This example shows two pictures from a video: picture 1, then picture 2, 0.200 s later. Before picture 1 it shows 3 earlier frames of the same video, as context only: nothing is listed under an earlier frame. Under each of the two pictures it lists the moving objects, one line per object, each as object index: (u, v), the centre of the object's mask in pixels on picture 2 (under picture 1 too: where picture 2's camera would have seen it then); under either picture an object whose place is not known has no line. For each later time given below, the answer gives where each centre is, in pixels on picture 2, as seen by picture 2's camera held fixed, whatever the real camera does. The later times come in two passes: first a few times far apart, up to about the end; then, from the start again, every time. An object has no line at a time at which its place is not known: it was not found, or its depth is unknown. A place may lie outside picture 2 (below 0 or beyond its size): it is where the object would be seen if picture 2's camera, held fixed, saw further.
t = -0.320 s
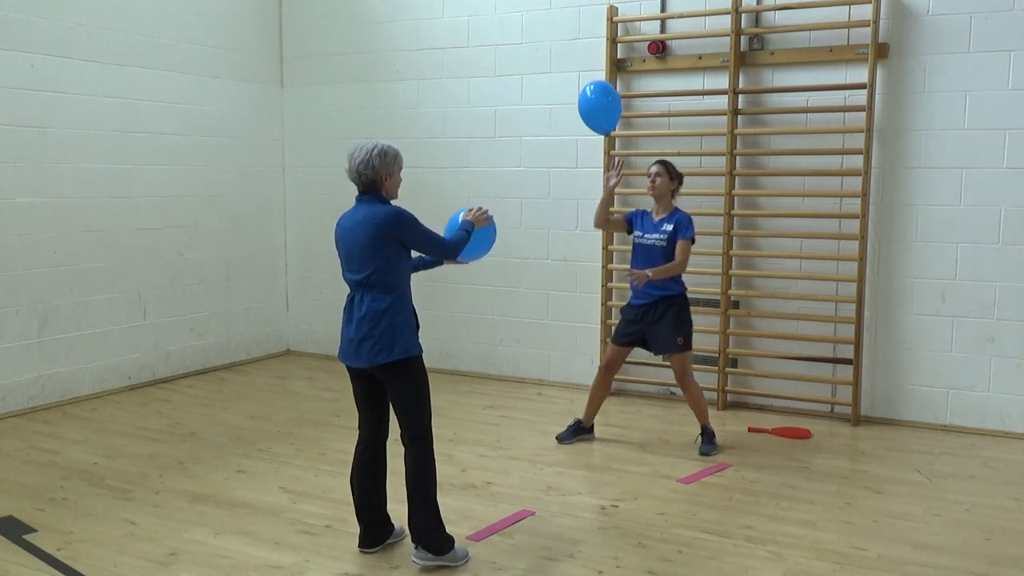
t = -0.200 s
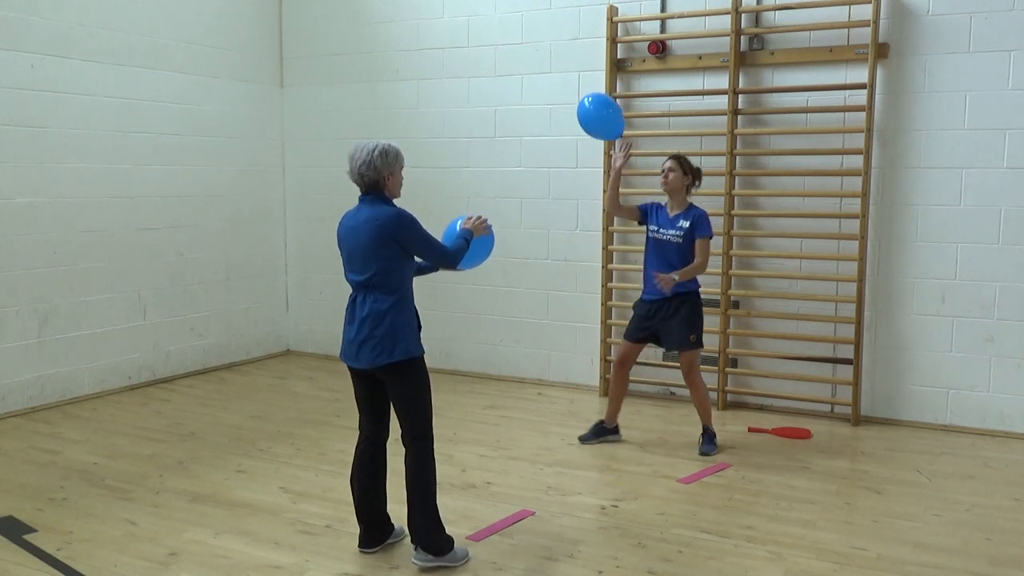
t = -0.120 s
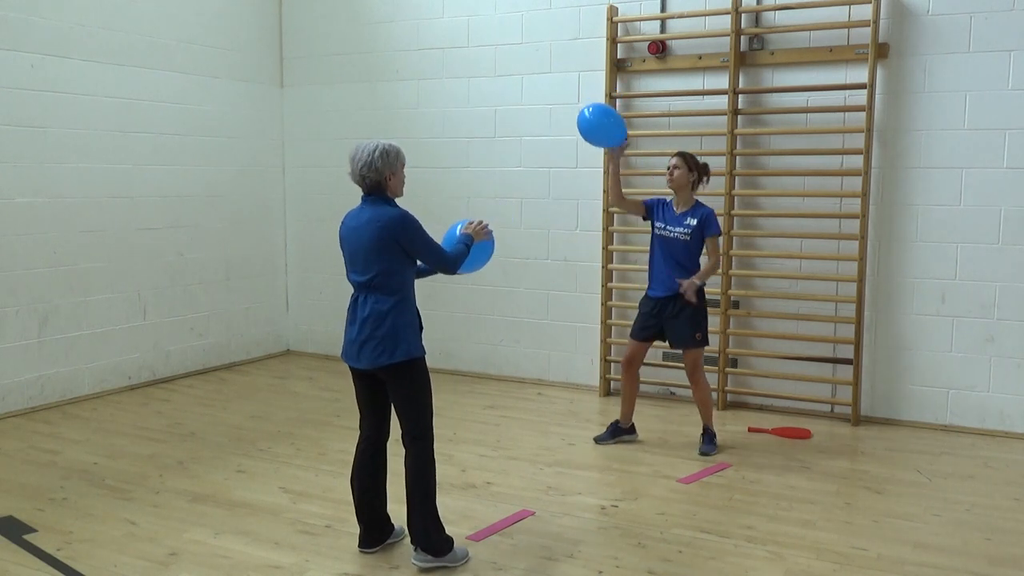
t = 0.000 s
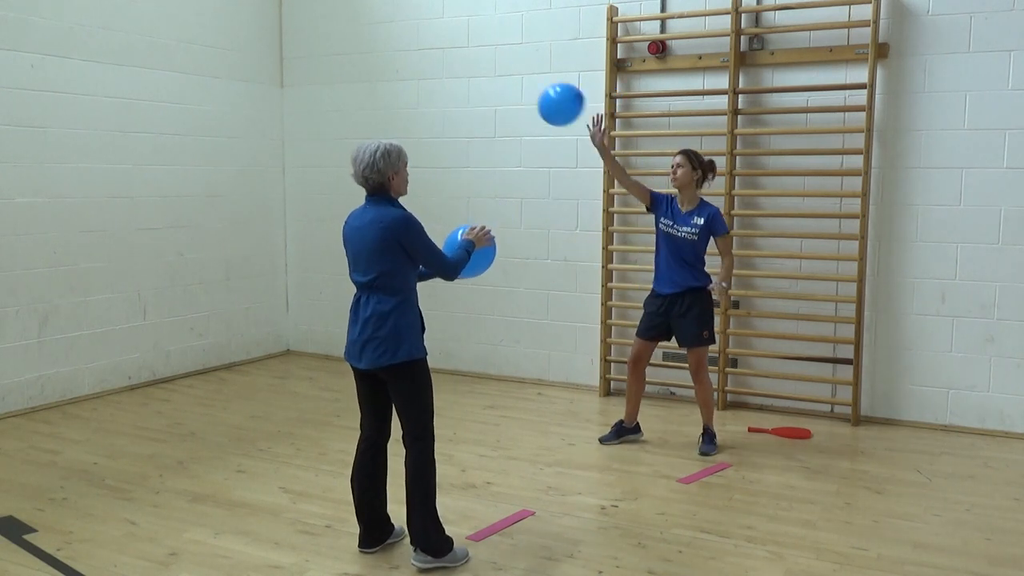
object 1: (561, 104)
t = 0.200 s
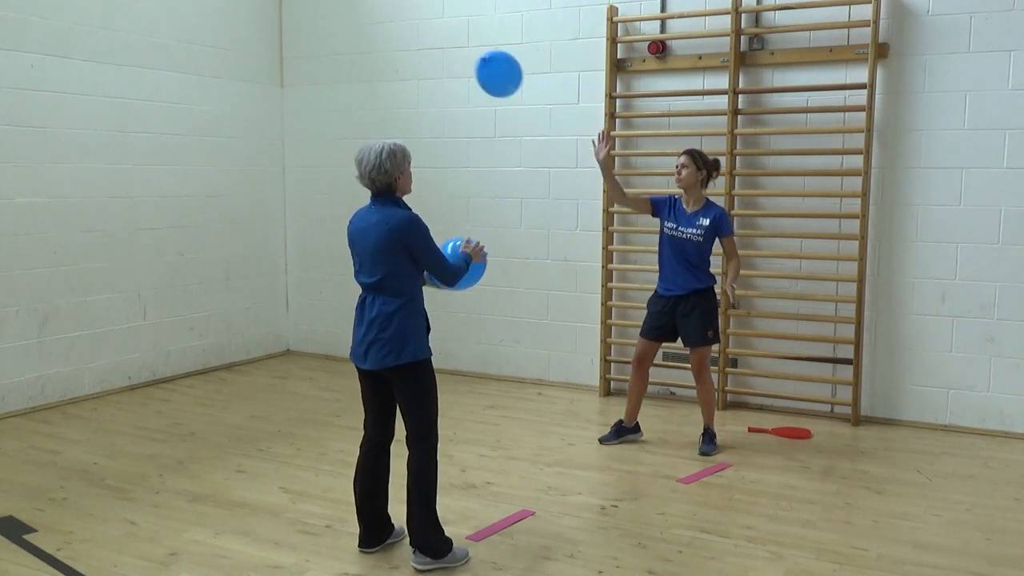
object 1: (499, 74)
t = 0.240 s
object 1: (487, 70)
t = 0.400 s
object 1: (442, 61)
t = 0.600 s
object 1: (395, 70)
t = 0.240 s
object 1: (487, 70)
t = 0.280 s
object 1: (475, 66)
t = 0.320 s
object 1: (464, 64)
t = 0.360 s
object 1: (453, 62)
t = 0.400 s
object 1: (442, 61)
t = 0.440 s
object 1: (432, 61)
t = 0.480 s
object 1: (422, 62)
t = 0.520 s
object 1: (412, 64)
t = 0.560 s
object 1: (403, 66)
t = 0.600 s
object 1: (395, 70)
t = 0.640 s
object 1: (387, 74)
